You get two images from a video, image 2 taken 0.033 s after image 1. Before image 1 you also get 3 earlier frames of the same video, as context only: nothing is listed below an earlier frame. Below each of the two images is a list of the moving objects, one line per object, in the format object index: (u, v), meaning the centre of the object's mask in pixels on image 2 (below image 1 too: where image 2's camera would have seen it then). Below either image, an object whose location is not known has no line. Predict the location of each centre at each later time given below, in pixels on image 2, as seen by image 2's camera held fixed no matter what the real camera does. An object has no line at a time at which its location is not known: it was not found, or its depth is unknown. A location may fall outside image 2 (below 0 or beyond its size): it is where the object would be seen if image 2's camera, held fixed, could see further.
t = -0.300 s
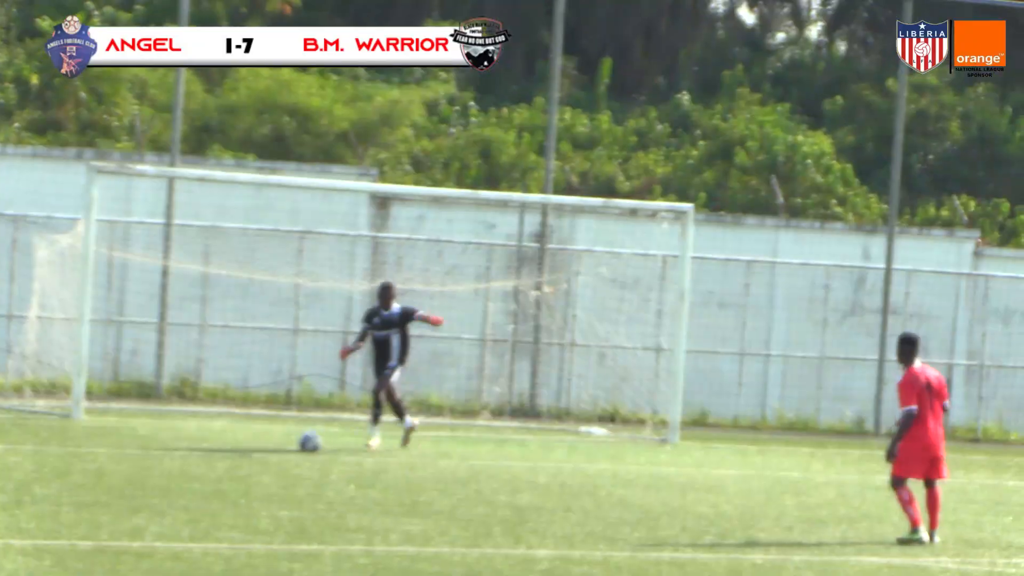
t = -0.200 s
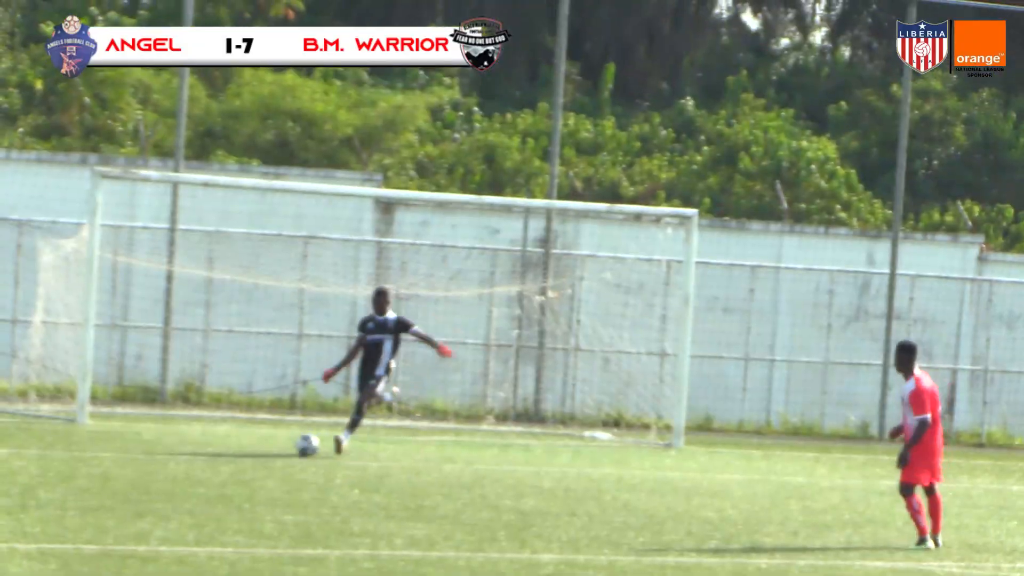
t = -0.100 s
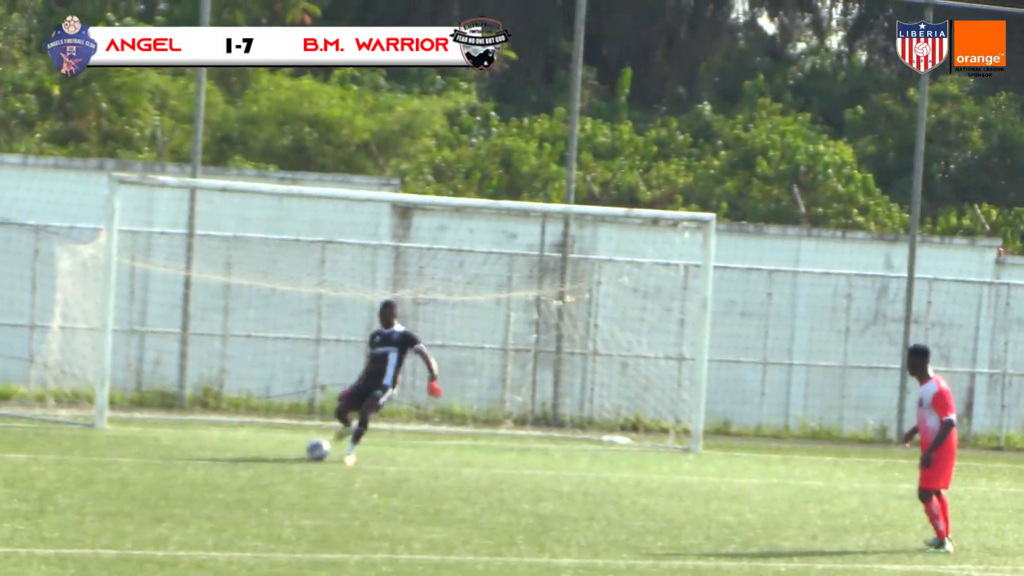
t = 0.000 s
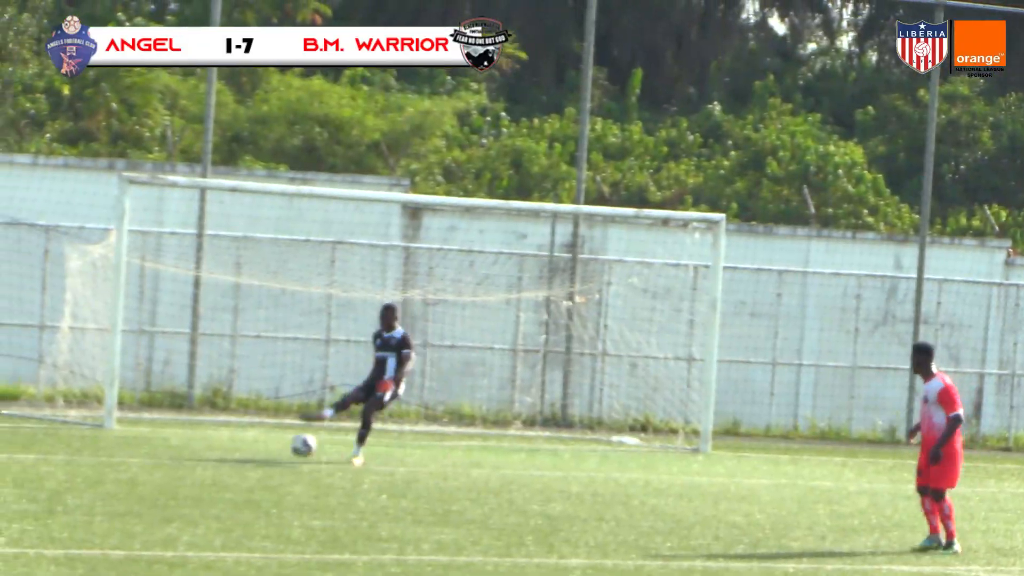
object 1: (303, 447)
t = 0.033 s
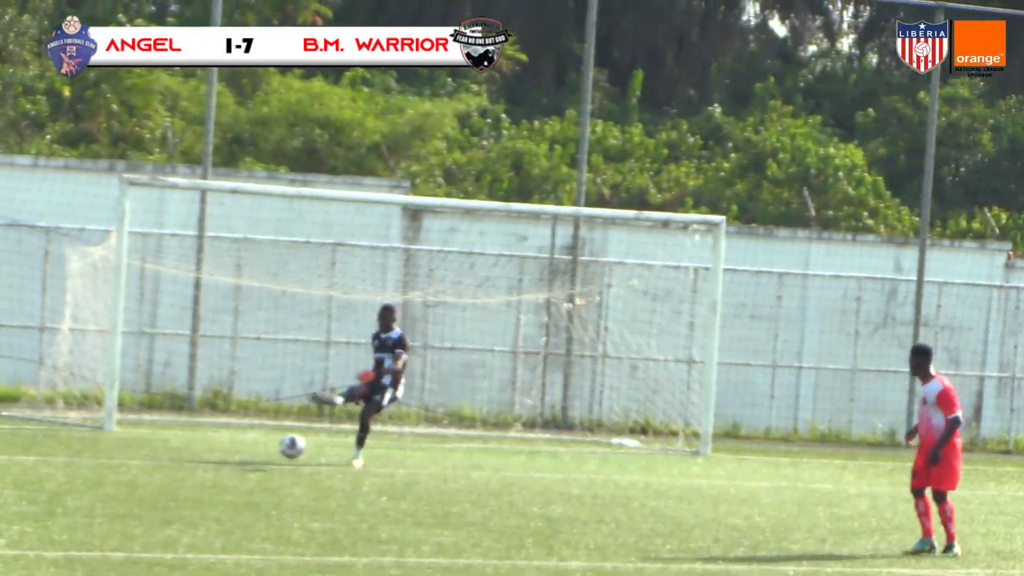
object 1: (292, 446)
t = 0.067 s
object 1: (282, 446)
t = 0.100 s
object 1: (274, 449)
